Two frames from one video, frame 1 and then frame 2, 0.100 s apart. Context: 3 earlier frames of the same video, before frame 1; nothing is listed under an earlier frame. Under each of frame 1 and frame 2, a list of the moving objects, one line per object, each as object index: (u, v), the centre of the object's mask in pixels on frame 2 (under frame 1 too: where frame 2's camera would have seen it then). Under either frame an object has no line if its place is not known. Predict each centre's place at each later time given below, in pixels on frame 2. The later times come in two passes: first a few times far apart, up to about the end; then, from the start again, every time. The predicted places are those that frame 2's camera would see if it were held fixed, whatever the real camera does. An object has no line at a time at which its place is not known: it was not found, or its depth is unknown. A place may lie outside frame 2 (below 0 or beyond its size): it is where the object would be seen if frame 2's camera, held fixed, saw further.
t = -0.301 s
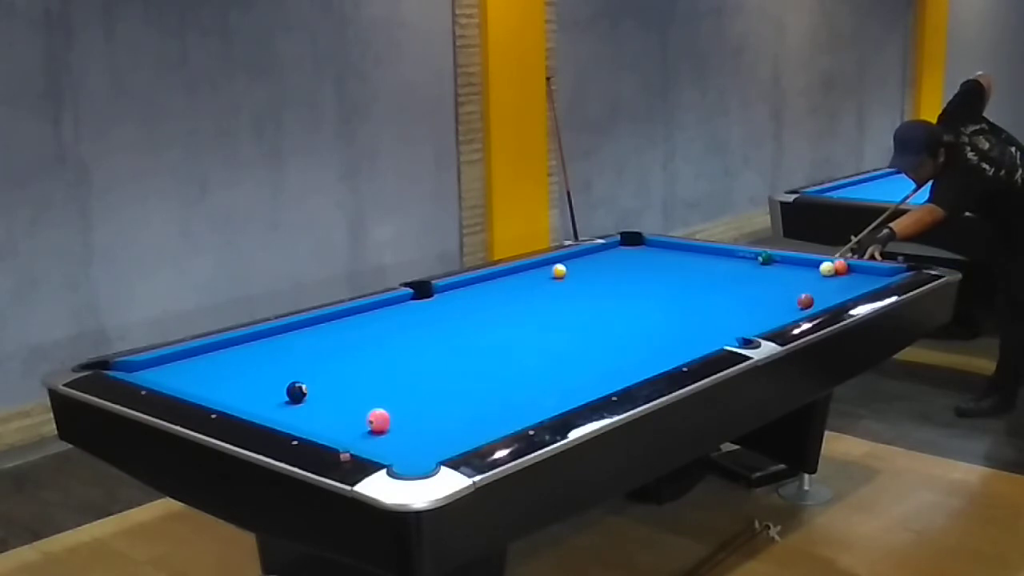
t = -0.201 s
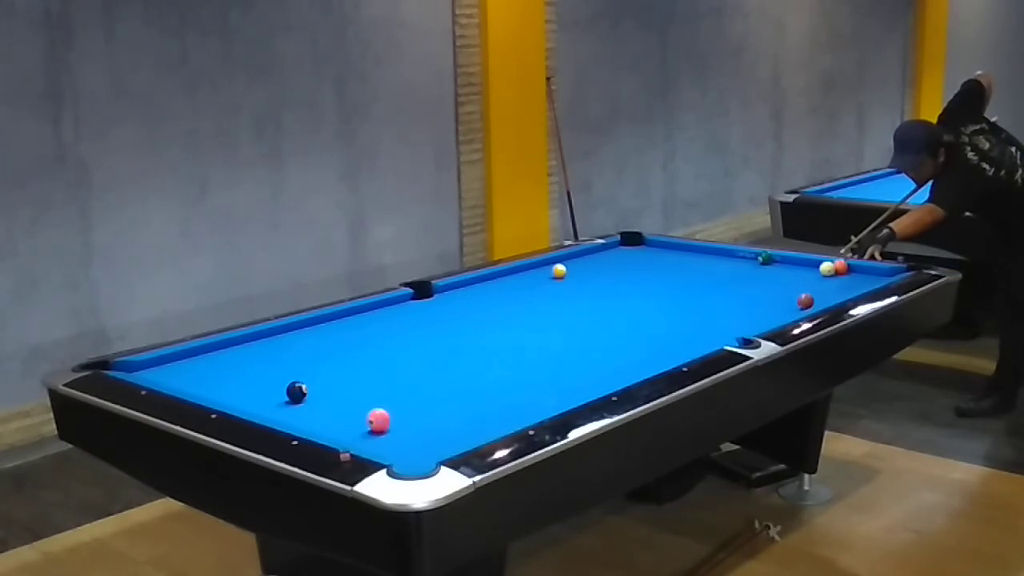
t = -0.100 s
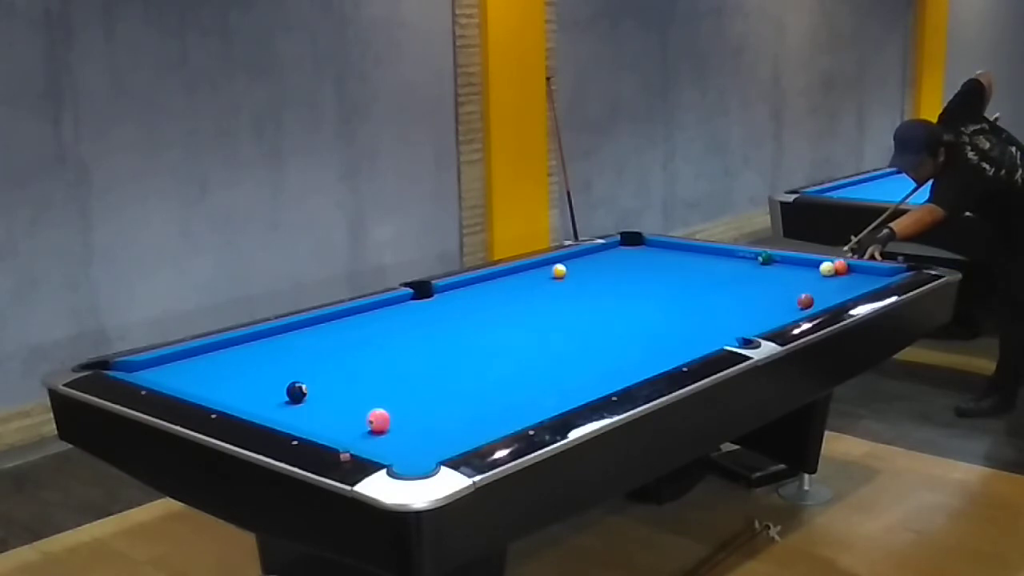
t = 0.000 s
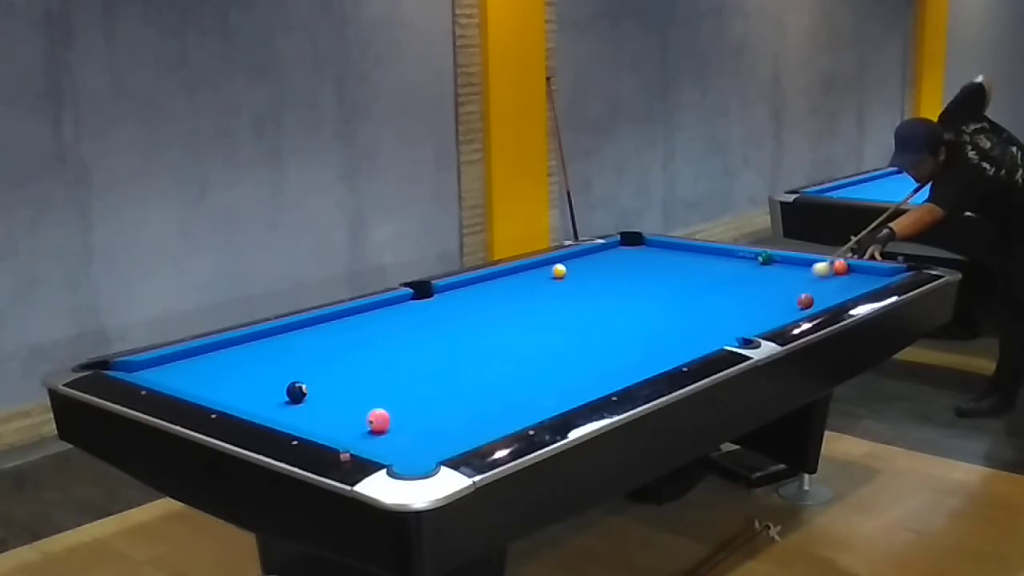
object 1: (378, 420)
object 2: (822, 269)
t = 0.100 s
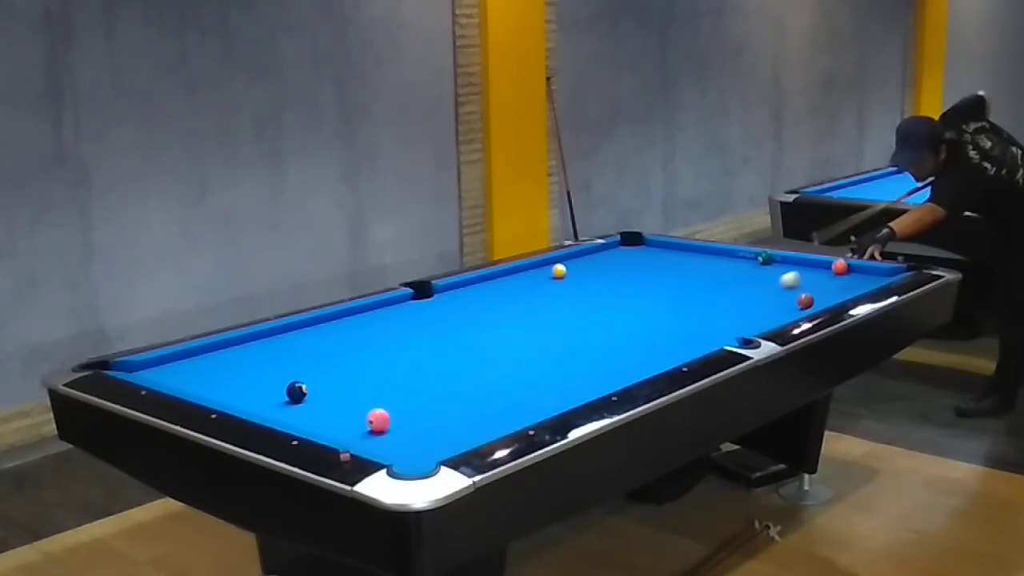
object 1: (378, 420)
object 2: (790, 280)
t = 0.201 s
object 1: (378, 420)
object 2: (757, 290)
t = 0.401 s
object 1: (378, 420)
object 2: (684, 314)
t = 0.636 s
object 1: (378, 420)
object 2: (584, 346)
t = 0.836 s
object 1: (378, 420)
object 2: (485, 378)
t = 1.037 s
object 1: (379, 422)
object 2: (363, 412)
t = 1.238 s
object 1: (385, 444)
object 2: (312, 410)
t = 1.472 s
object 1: (416, 455)
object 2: (340, 383)
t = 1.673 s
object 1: (430, 451)
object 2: (357, 365)
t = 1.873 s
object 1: (427, 445)
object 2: (373, 348)
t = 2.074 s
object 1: (425, 439)
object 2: (388, 333)
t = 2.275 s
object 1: (423, 433)
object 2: (401, 320)
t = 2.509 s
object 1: (421, 427)
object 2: (414, 305)
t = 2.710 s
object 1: (418, 423)
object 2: (424, 295)
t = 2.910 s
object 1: (416, 419)
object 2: (425, 292)
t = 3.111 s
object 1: (415, 416)
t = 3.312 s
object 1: (413, 413)
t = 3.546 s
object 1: (411, 410)
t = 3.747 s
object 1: (410, 408)
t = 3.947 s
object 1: (409, 407)
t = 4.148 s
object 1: (408, 405)
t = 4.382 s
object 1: (407, 405)
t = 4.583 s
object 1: (407, 404)
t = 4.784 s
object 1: (406, 404)
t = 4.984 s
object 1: (406, 404)
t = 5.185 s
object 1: (406, 404)
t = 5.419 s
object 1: (406, 404)
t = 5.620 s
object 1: (406, 404)
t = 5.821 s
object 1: (406, 404)
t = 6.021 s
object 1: (406, 404)
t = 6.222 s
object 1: (406, 404)
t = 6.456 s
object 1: (406, 404)
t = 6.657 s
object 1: (406, 404)
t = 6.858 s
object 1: (406, 404)
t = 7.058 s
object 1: (406, 404)
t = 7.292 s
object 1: (406, 404)
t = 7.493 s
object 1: (406, 404)
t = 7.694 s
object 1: (406, 404)
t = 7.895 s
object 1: (406, 404)
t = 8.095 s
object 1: (406, 404)
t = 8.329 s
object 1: (406, 404)
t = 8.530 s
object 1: (406, 404)
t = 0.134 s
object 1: (378, 420)
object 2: (780, 283)
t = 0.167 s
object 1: (378, 420)
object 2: (768, 287)
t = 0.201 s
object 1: (378, 420)
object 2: (757, 290)
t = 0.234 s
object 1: (378, 420)
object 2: (745, 294)
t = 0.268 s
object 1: (378, 420)
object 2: (734, 298)
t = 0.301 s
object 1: (378, 420)
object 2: (722, 302)
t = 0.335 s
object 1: (378, 420)
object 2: (709, 306)
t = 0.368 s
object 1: (378, 420)
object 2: (697, 310)
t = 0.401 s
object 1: (378, 420)
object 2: (684, 314)
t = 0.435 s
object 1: (378, 420)
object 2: (670, 318)
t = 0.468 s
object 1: (378, 420)
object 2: (657, 322)
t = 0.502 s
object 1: (378, 420)
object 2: (643, 327)
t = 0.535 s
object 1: (378, 420)
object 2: (629, 332)
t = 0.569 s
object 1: (378, 420)
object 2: (614, 336)
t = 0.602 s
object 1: (378, 420)
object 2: (600, 341)
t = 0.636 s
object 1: (378, 420)
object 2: (584, 346)
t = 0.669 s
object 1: (378, 420)
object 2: (569, 351)
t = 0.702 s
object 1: (378, 420)
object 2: (553, 356)
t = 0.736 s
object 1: (378, 420)
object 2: (536, 361)
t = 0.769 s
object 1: (378, 420)
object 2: (520, 367)
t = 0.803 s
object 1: (378, 420)
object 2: (502, 372)
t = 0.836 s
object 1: (378, 420)
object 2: (485, 378)
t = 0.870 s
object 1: (378, 420)
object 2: (466, 384)
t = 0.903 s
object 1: (378, 420)
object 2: (448, 390)
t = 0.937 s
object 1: (378, 420)
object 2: (428, 396)
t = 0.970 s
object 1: (378, 420)
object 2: (408, 403)
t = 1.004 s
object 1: (378, 420)
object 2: (390, 407)
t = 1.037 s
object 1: (379, 422)
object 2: (363, 412)
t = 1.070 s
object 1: (380, 427)
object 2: (343, 417)
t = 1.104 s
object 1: (381, 431)
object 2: (321, 420)
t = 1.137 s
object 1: (382, 435)
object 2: (299, 420)
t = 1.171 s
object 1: (383, 439)
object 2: (298, 418)
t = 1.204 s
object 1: (384, 442)
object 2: (305, 415)
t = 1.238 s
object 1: (385, 444)
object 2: (312, 410)
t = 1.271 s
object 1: (386, 447)
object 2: (317, 406)
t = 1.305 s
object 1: (387, 450)
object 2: (322, 402)
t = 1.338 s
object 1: (393, 452)
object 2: (326, 398)
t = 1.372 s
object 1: (398, 454)
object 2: (330, 394)
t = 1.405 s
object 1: (404, 454)
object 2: (333, 390)
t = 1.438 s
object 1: (410, 454)
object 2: (336, 387)
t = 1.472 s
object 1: (416, 455)
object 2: (340, 383)
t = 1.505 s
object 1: (422, 455)
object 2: (343, 380)
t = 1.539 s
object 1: (428, 455)
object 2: (346, 377)
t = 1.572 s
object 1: (431, 455)
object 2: (349, 374)
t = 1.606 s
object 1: (430, 454)
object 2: (351, 371)
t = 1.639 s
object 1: (430, 453)
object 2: (355, 368)
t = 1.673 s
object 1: (430, 451)
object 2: (357, 365)
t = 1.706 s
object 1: (429, 450)
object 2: (360, 362)
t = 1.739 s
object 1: (429, 449)
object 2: (363, 359)
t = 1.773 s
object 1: (429, 448)
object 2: (366, 356)
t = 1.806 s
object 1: (429, 447)
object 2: (368, 353)
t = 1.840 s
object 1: (428, 446)
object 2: (371, 350)
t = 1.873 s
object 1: (427, 445)
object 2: (373, 348)
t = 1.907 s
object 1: (427, 444)
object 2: (376, 345)
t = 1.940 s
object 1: (426, 443)
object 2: (378, 343)
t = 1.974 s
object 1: (426, 442)
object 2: (381, 340)
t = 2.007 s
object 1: (425, 441)
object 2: (383, 338)
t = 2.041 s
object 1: (425, 440)
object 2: (386, 335)
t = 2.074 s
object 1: (425, 439)
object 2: (388, 333)
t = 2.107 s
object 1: (425, 438)
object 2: (390, 331)
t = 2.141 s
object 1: (424, 437)
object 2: (392, 328)
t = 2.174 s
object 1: (424, 436)
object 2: (394, 326)
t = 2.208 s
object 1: (424, 435)
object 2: (396, 324)
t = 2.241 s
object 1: (423, 434)
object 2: (399, 322)
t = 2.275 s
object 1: (423, 433)
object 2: (401, 320)
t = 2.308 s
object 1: (423, 432)
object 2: (403, 317)
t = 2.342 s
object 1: (422, 431)
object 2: (405, 315)
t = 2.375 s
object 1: (422, 430)
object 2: (406, 314)
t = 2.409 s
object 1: (422, 429)
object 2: (409, 311)
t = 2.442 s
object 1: (421, 428)
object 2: (410, 309)
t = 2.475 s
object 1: (421, 428)
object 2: (412, 307)
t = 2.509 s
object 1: (421, 427)
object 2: (414, 305)
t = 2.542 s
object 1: (420, 426)
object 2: (416, 304)
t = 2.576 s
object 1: (420, 426)
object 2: (417, 302)
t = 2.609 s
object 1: (419, 425)
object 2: (419, 300)
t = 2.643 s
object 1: (419, 424)
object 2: (421, 298)
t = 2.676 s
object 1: (418, 423)
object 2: (422, 297)
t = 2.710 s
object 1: (418, 423)
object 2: (424, 295)
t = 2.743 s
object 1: (418, 422)
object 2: (426, 293)
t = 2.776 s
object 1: (417, 421)
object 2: (427, 291)
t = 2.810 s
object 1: (417, 421)
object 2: (429, 290)
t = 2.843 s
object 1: (417, 420)
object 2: (429, 289)
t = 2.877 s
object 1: (417, 419)
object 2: (428, 290)
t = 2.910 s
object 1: (416, 419)
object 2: (425, 292)
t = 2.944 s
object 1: (416, 418)
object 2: (422, 294)
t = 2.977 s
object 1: (416, 418)
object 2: (419, 297)
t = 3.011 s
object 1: (415, 417)
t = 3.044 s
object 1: (415, 417)
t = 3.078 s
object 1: (415, 416)
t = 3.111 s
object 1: (415, 416)
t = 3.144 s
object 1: (414, 415)
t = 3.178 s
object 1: (414, 415)
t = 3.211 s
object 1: (414, 414)
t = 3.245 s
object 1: (414, 414)
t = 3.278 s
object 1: (413, 413)
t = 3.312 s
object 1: (413, 413)
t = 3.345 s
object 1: (413, 412)
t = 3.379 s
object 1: (412, 412)
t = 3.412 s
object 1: (412, 411)
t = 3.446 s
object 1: (412, 411)
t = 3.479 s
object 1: (411, 411)
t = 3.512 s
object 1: (411, 410)
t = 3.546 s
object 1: (411, 410)
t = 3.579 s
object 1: (411, 409)
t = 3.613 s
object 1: (411, 409)
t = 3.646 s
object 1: (410, 409)
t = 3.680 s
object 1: (410, 408)
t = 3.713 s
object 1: (410, 408)
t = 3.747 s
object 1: (410, 408)
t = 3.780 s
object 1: (410, 408)
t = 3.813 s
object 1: (409, 407)
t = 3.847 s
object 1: (409, 407)
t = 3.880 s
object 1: (409, 407)
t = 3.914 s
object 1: (409, 406)
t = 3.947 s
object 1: (409, 407)
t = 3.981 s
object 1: (408, 406)
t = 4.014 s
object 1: (408, 406)
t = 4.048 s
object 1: (408, 406)
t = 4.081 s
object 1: (408, 406)
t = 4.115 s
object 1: (408, 406)
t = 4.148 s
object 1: (408, 405)
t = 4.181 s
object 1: (408, 405)
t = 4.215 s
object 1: (407, 405)
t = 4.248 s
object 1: (408, 405)
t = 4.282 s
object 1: (407, 405)
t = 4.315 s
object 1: (407, 405)
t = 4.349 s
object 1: (407, 405)
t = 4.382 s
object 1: (407, 405)
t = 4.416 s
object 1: (407, 404)
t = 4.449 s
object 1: (407, 404)
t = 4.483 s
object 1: (407, 404)
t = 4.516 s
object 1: (407, 404)
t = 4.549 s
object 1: (407, 404)
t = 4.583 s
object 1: (407, 404)
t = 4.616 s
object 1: (407, 404)
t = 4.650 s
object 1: (407, 404)
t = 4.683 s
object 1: (407, 404)
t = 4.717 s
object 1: (407, 404)
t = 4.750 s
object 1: (406, 404)
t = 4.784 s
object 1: (406, 404)
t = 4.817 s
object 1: (406, 404)
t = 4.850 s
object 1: (406, 404)
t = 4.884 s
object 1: (406, 404)
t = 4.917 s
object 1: (406, 404)
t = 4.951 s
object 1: (406, 404)
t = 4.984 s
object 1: (406, 404)
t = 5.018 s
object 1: (407, 404)
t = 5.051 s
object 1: (407, 404)
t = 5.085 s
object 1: (406, 404)
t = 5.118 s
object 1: (406, 404)
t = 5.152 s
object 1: (406, 404)
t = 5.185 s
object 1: (406, 404)
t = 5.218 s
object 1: (406, 404)
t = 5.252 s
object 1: (406, 404)
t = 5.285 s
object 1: (406, 404)
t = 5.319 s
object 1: (406, 404)
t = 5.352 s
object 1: (406, 404)
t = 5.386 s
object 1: (406, 404)
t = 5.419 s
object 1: (406, 404)
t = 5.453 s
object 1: (406, 404)
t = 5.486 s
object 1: (406, 404)
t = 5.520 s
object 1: (406, 404)
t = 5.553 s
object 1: (406, 404)
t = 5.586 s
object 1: (406, 404)
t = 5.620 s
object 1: (406, 404)
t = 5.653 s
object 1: (406, 404)
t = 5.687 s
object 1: (406, 404)
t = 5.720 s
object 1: (406, 404)
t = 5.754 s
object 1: (406, 404)
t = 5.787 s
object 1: (406, 404)
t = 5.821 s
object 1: (406, 404)
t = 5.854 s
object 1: (406, 404)
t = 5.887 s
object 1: (406, 404)
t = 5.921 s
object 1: (406, 404)
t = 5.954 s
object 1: (406, 404)
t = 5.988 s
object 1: (406, 404)
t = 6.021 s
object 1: (406, 404)
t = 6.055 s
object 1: (406, 404)
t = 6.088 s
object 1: (406, 404)
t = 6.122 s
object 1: (406, 404)
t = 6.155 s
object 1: (406, 404)
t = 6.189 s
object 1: (406, 404)
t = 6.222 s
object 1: (406, 404)
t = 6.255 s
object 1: (406, 404)
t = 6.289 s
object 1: (406, 404)
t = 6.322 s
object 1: (406, 404)
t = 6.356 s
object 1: (406, 404)
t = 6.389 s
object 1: (406, 404)
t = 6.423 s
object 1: (406, 404)
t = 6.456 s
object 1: (406, 404)
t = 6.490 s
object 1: (406, 404)
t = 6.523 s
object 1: (406, 404)
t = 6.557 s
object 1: (406, 404)
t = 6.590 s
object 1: (406, 404)
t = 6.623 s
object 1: (406, 404)
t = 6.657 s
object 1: (406, 404)
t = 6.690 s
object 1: (406, 404)
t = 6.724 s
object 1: (406, 404)
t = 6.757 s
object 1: (406, 404)
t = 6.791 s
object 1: (406, 404)
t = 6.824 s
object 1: (406, 404)
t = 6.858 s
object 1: (406, 404)
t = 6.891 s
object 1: (406, 404)
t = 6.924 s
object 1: (406, 404)
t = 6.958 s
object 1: (406, 404)
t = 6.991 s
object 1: (406, 404)
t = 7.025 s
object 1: (406, 404)
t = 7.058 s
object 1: (406, 404)
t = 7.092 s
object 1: (406, 404)
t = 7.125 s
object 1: (406, 404)
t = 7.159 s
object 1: (406, 404)
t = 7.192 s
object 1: (406, 404)
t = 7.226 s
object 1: (406, 404)
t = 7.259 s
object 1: (406, 404)
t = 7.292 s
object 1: (406, 404)
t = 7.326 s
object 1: (406, 404)
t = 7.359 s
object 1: (406, 404)
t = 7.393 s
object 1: (406, 404)
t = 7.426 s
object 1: (406, 404)
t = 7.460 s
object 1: (406, 404)
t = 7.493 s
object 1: (406, 404)
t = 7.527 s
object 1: (406, 404)
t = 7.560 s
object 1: (406, 404)
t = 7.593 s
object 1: (406, 404)
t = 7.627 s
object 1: (406, 404)
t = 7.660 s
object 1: (406, 404)
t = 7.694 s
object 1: (406, 404)
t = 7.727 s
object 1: (406, 404)
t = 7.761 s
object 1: (406, 404)
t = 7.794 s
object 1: (406, 404)
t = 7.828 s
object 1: (406, 404)
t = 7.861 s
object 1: (406, 404)
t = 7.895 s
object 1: (406, 404)
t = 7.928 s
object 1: (406, 404)
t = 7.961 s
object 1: (406, 404)
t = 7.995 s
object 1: (406, 404)
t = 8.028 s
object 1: (406, 404)
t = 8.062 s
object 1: (406, 404)
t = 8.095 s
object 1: (406, 404)
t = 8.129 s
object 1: (406, 404)
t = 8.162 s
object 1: (406, 404)
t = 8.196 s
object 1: (406, 404)
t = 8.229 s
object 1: (406, 404)
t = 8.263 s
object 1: (406, 404)
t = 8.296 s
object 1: (406, 404)
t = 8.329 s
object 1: (406, 404)
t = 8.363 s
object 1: (406, 404)
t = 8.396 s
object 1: (406, 404)
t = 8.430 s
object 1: (406, 404)
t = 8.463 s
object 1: (406, 404)
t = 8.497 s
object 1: (406, 404)
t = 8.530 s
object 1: (406, 404)
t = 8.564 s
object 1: (406, 404)
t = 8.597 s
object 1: (406, 404)
